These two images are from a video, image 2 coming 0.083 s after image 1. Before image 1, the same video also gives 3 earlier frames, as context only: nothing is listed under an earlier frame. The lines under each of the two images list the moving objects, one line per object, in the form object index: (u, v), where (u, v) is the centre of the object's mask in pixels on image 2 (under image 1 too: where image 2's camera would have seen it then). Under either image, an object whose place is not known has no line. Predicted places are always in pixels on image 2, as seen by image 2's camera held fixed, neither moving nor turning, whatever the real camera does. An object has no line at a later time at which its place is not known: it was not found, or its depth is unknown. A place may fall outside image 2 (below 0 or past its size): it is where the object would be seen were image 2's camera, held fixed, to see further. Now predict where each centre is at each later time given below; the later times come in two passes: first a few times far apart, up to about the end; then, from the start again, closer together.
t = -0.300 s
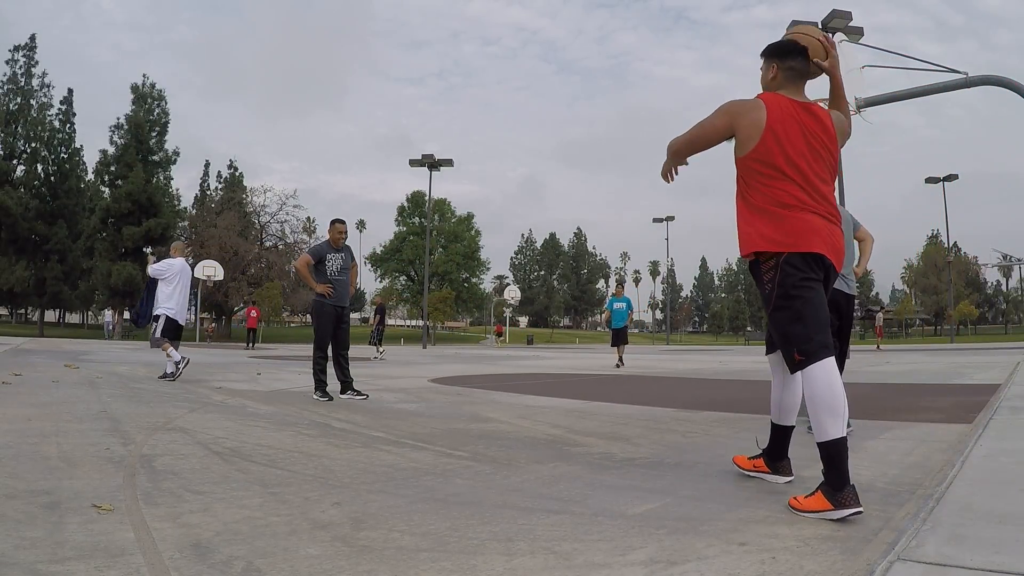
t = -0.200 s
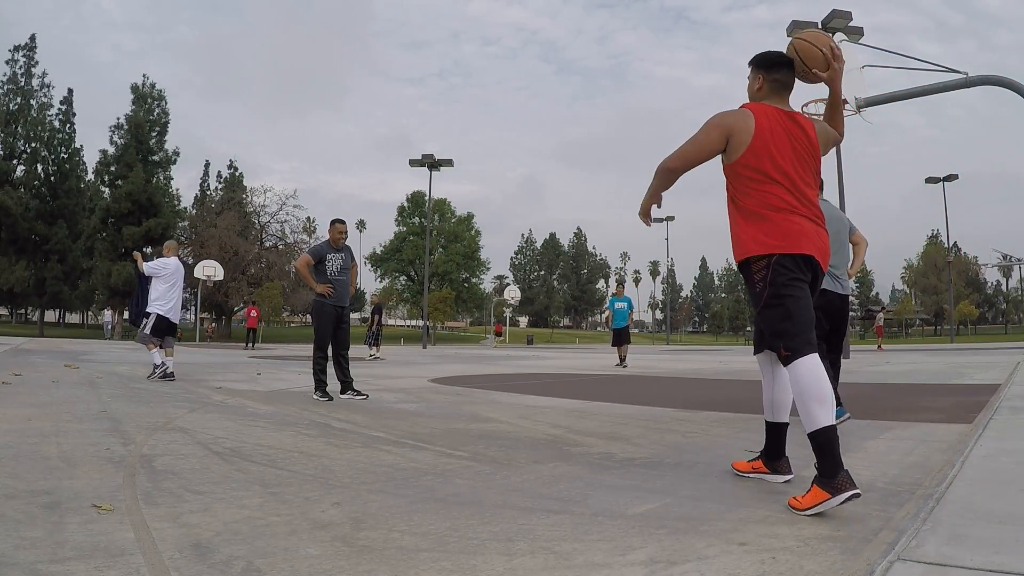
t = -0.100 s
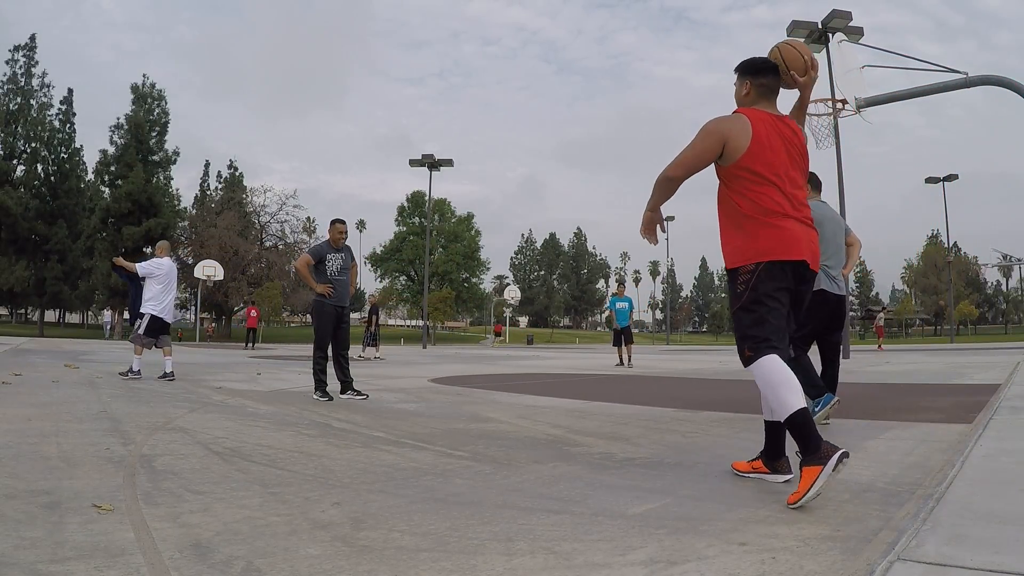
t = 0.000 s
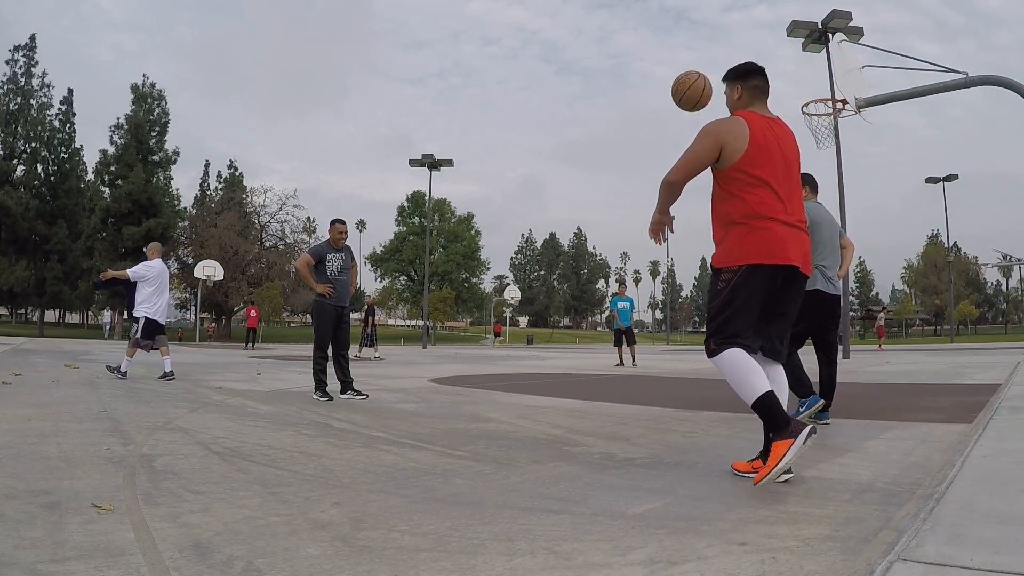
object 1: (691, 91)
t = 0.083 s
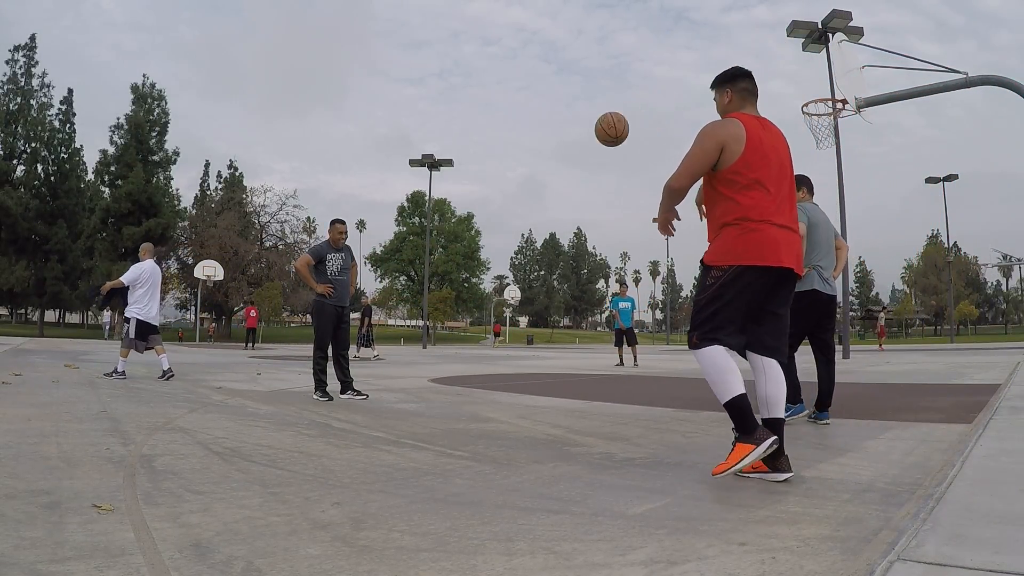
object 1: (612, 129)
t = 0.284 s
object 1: (494, 214)
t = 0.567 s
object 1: (408, 324)
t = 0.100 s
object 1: (599, 136)
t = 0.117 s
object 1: (586, 144)
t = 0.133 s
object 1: (575, 151)
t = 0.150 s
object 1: (564, 158)
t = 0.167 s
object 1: (553, 166)
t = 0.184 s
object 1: (543, 173)
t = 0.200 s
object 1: (534, 180)
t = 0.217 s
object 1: (525, 187)
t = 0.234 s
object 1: (517, 194)
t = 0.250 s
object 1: (509, 201)
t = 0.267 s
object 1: (501, 208)
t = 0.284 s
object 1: (494, 214)
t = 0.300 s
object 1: (487, 221)
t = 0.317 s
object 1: (481, 228)
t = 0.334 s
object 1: (474, 235)
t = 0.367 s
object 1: (463, 247)
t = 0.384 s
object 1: (457, 254)
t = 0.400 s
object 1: (451, 261)
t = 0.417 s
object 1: (446, 267)
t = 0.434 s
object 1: (441, 274)
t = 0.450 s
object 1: (437, 280)
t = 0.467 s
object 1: (432, 285)
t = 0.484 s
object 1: (427, 291)
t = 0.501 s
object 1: (423, 298)
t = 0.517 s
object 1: (419, 305)
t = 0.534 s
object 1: (416, 311)
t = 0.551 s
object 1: (412, 317)
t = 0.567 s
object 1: (408, 324)
